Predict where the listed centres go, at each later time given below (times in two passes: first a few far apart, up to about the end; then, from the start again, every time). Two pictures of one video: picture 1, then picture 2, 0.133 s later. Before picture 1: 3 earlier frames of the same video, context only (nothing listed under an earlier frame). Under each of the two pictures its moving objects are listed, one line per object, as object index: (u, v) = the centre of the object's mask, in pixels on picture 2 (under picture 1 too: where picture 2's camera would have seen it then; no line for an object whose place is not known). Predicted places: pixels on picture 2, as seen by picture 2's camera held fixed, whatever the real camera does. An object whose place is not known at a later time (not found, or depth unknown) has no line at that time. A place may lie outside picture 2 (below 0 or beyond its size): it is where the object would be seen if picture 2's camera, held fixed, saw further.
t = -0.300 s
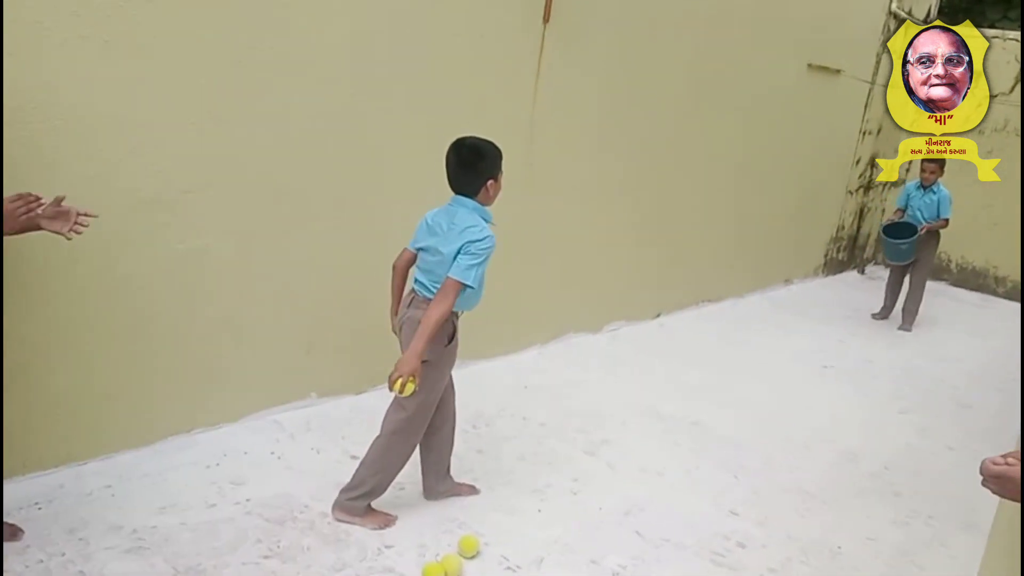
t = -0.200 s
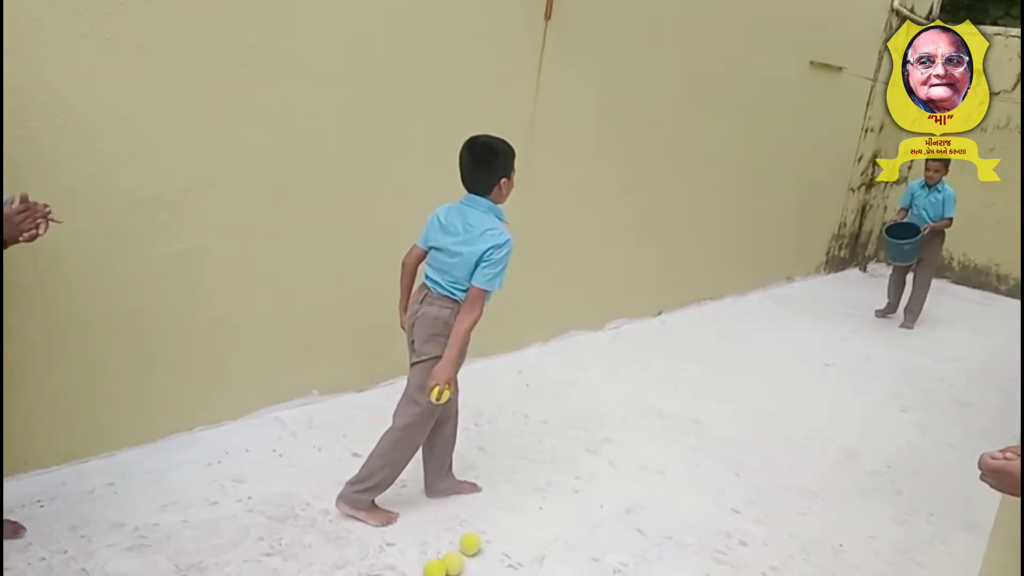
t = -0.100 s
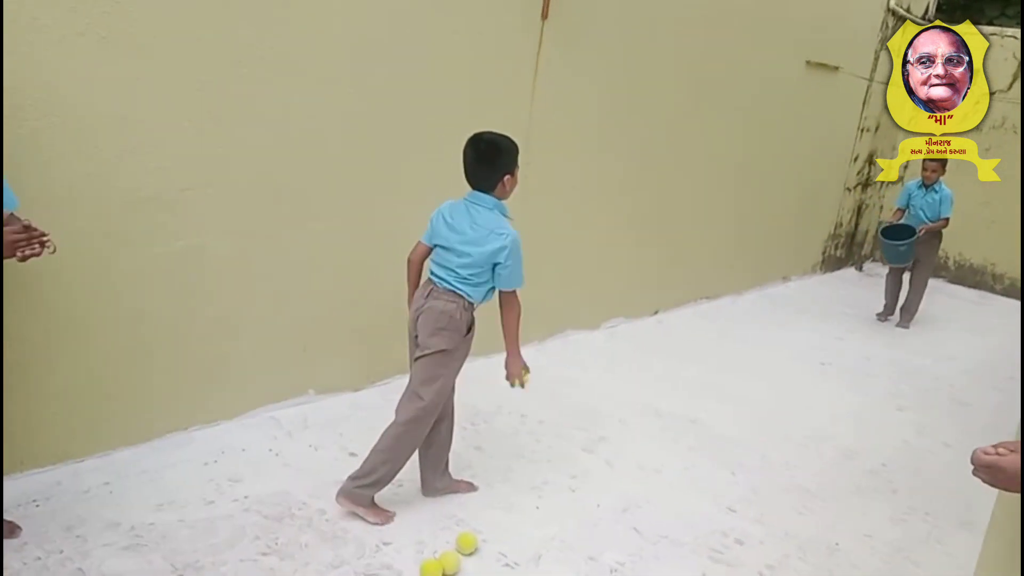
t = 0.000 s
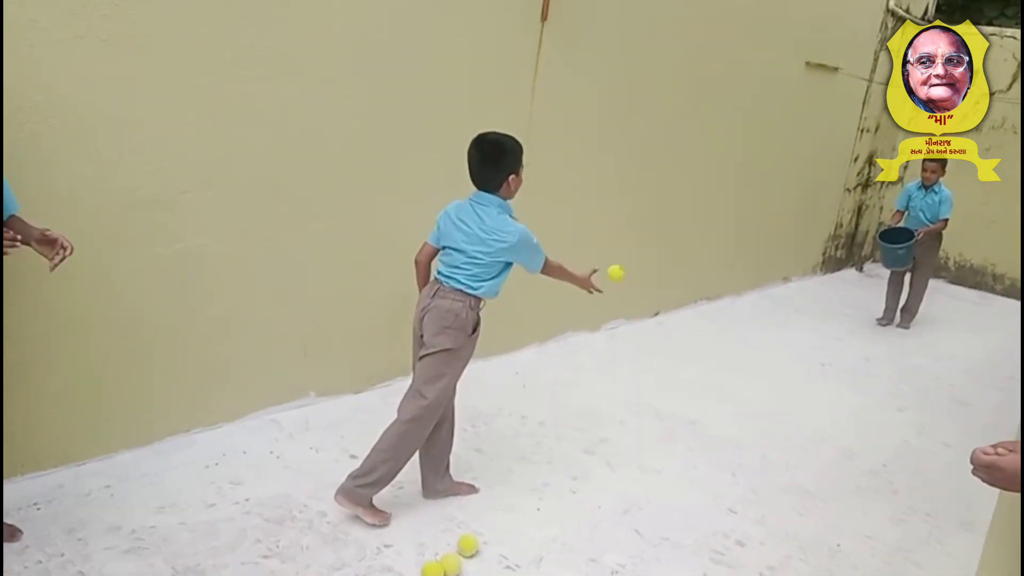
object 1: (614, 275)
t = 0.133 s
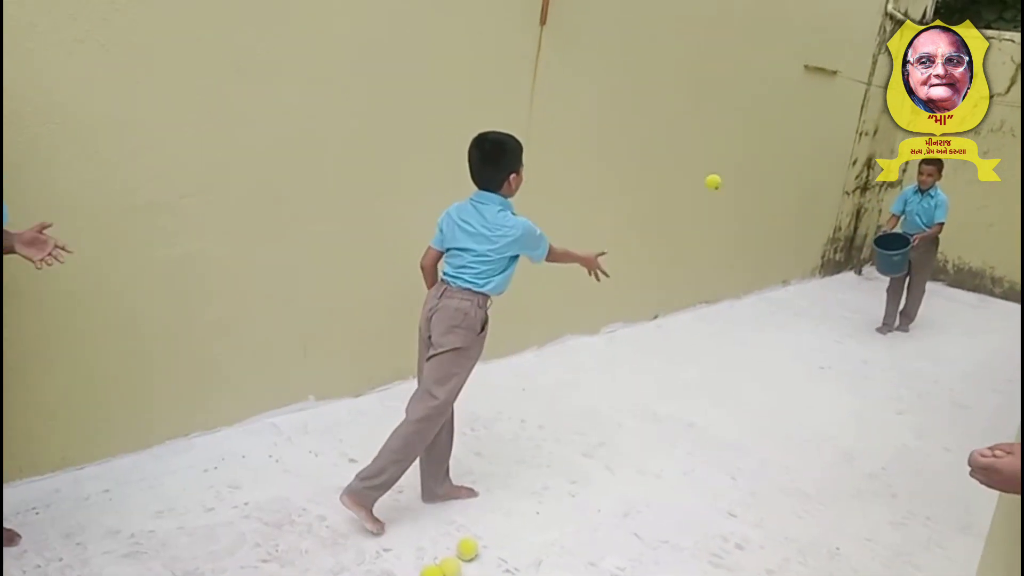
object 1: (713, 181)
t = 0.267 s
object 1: (782, 146)
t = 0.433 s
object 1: (838, 159)
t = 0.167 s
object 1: (733, 168)
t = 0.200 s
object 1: (751, 158)
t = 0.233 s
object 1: (767, 151)
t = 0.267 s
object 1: (782, 146)
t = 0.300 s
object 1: (796, 144)
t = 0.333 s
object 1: (808, 145)
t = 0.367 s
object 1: (819, 147)
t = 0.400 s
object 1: (829, 152)
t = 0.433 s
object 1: (838, 159)
